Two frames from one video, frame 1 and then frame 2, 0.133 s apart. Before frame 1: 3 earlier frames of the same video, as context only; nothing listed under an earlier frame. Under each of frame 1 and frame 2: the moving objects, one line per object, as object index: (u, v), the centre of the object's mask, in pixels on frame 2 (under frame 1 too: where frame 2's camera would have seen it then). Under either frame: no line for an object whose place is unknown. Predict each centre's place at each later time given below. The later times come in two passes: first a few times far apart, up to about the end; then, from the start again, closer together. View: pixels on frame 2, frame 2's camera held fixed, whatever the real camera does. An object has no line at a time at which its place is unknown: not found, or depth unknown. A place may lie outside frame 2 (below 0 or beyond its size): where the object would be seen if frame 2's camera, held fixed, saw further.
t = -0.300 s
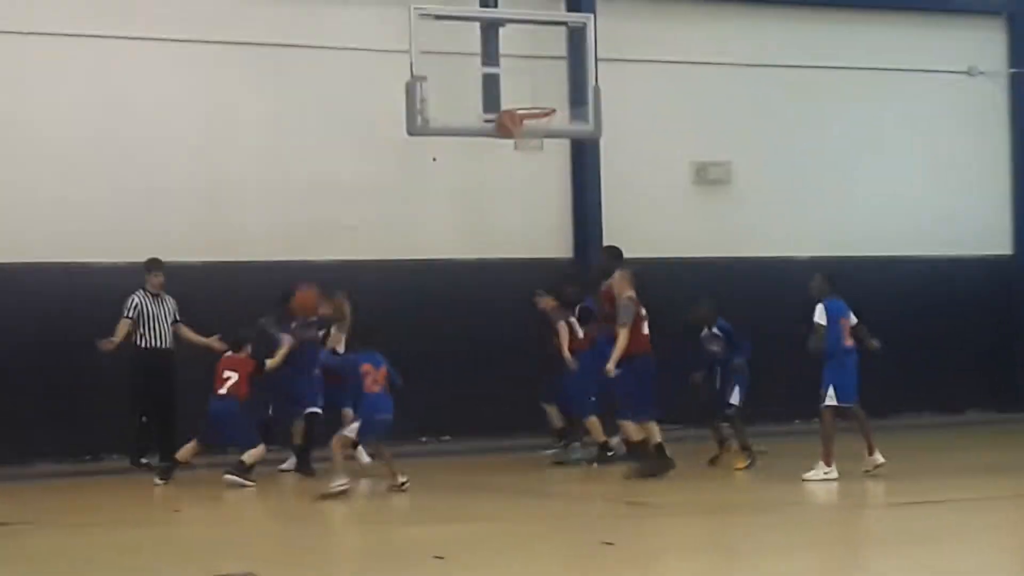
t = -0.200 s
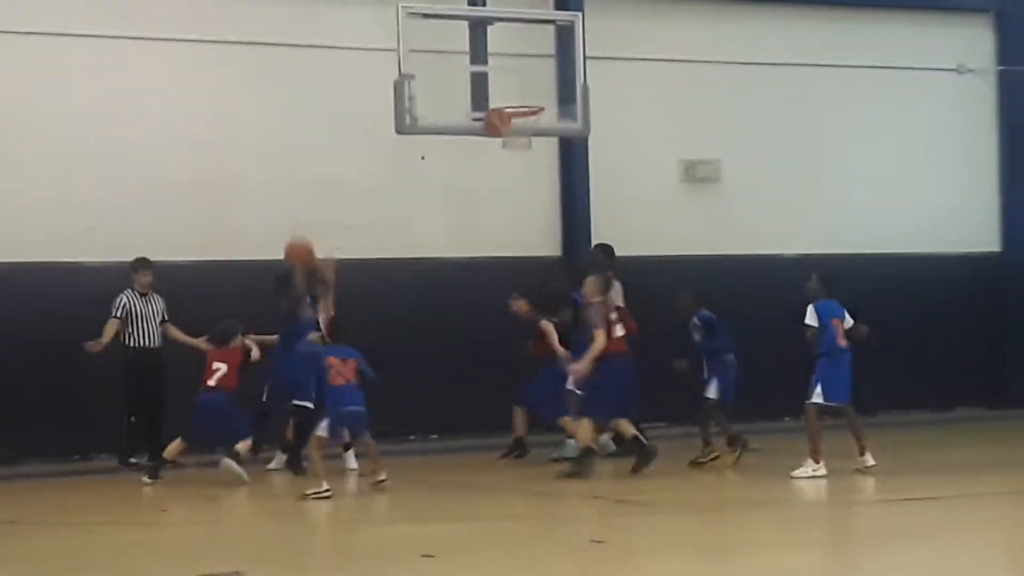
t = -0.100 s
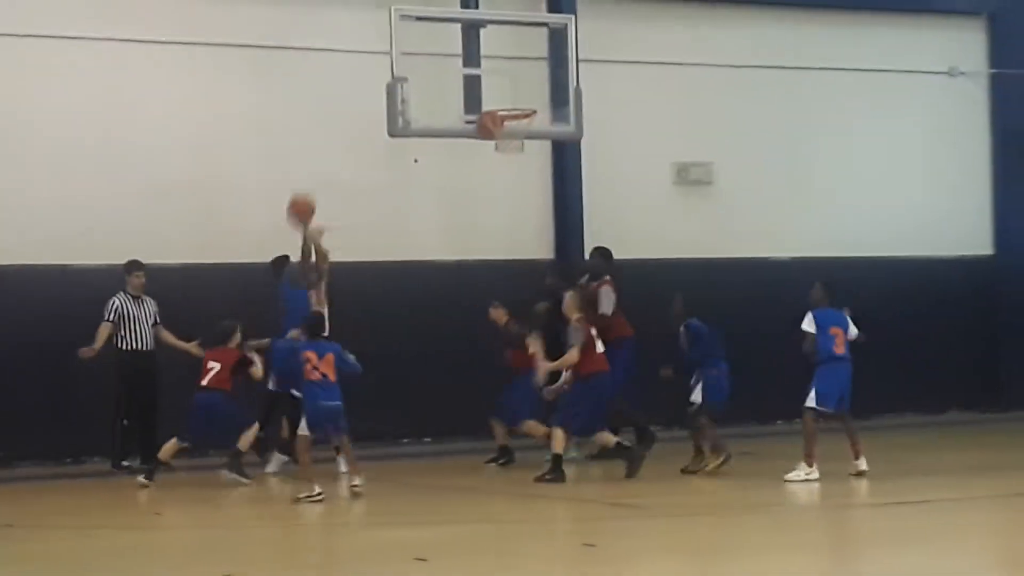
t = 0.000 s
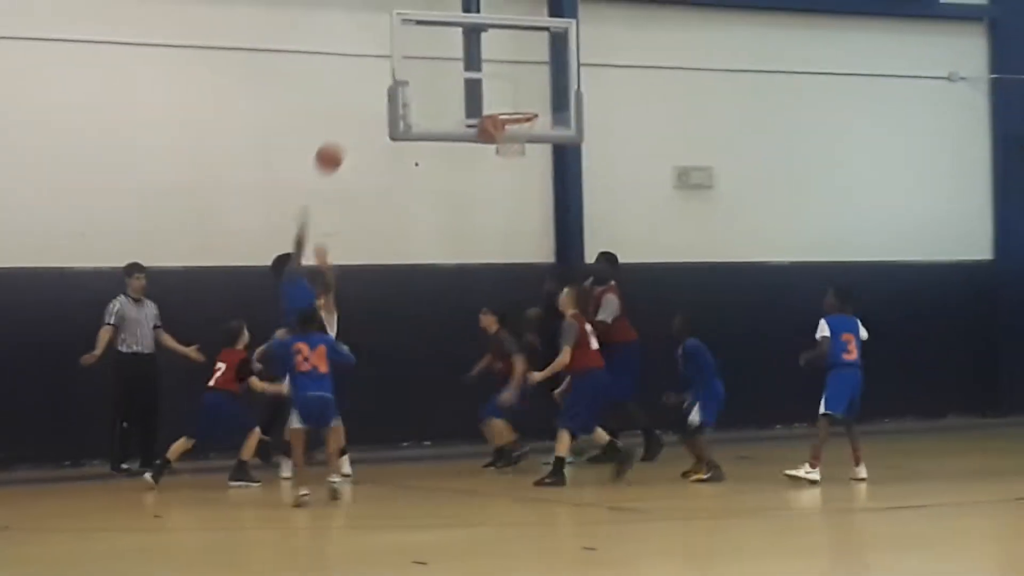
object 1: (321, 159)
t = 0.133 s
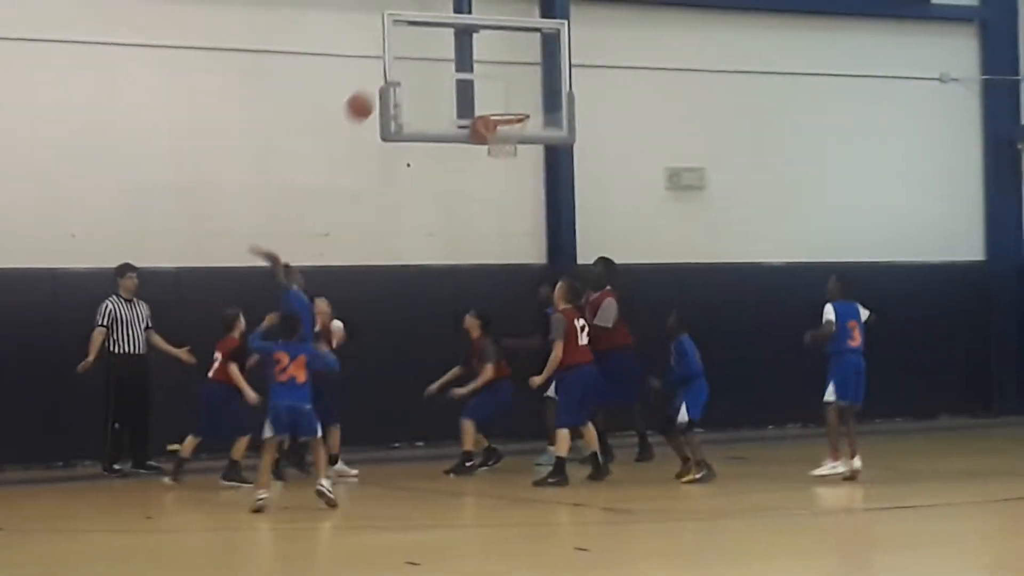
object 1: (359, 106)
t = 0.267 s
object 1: (397, 76)
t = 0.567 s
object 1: (480, 80)
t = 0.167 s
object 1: (369, 97)
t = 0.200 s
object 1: (378, 89)
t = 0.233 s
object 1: (388, 82)
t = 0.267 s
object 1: (397, 76)
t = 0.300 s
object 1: (407, 71)
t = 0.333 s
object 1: (416, 68)
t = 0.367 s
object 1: (426, 67)
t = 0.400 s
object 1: (435, 66)
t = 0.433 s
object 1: (443, 66)
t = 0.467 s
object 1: (454, 68)
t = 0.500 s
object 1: (462, 71)
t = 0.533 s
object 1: (471, 75)
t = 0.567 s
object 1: (480, 80)
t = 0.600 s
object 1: (488, 87)
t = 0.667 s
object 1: (507, 104)
